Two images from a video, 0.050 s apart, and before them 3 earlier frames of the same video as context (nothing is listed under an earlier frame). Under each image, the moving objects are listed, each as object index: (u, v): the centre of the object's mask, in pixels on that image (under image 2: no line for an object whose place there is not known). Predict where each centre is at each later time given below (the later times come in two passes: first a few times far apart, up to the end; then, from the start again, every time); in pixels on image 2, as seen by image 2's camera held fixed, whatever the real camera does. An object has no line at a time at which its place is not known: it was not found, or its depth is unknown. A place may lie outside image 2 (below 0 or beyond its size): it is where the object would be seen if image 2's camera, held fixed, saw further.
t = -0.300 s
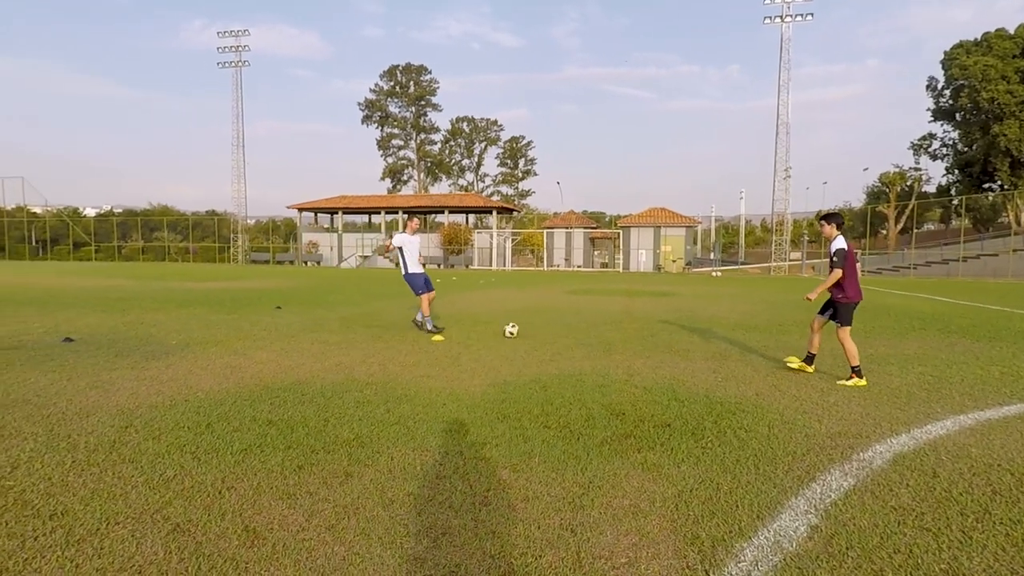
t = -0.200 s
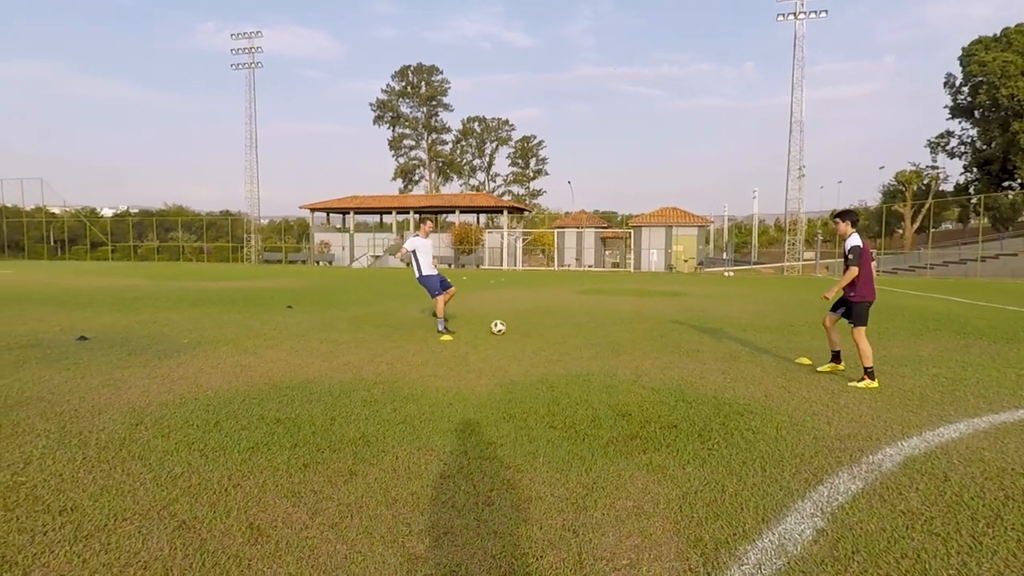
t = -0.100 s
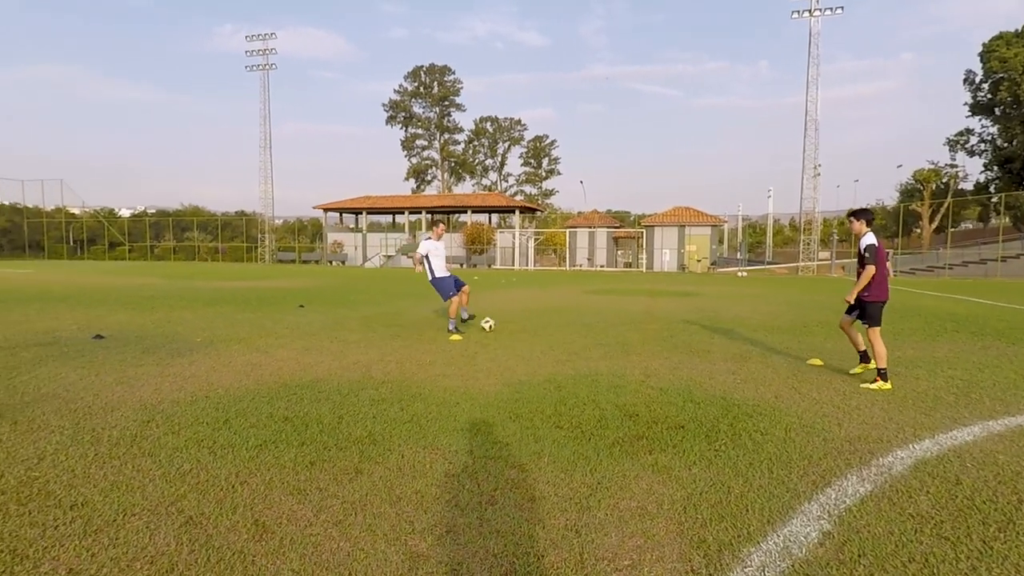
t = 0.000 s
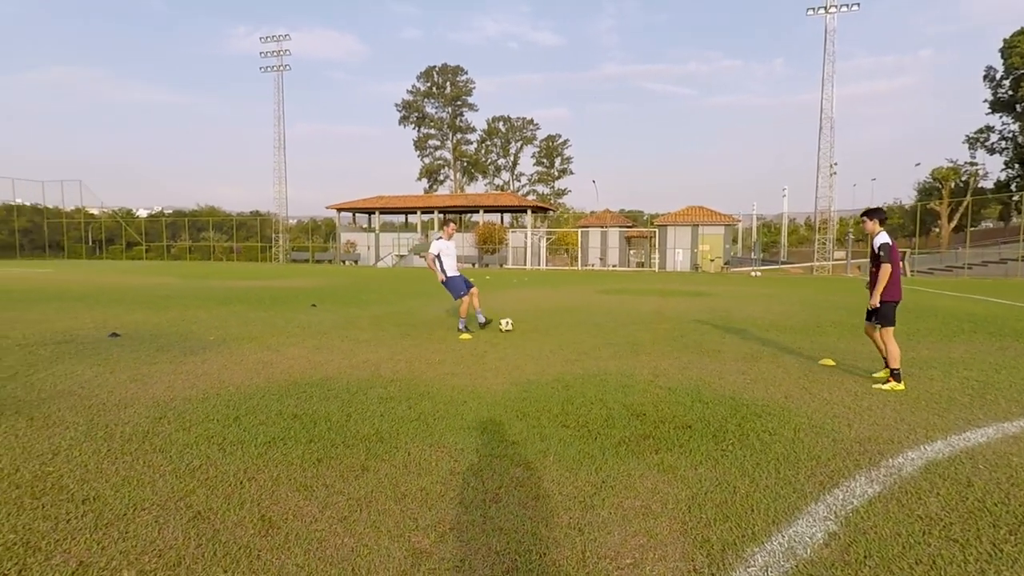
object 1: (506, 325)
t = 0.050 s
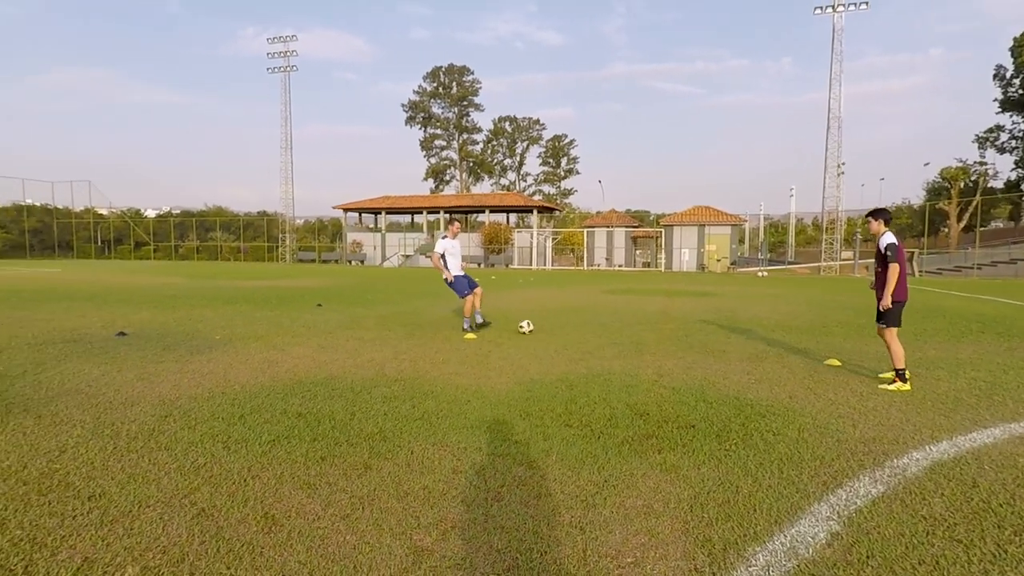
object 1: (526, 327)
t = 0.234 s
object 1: (580, 335)
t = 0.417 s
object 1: (631, 341)
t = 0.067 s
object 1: (530, 327)
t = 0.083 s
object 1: (535, 327)
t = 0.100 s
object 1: (540, 327)
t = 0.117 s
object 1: (545, 327)
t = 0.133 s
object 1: (549, 328)
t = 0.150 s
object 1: (554, 329)
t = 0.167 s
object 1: (558, 329)
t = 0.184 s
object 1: (564, 331)
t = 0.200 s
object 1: (569, 332)
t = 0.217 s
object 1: (574, 333)
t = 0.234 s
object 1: (580, 335)
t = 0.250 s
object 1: (585, 336)
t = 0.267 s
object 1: (589, 336)
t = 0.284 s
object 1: (594, 336)
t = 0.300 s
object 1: (598, 336)
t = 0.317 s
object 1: (603, 337)
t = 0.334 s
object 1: (608, 338)
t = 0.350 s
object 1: (613, 339)
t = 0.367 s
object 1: (618, 340)
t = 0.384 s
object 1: (622, 341)
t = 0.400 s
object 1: (627, 341)
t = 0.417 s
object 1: (631, 341)
